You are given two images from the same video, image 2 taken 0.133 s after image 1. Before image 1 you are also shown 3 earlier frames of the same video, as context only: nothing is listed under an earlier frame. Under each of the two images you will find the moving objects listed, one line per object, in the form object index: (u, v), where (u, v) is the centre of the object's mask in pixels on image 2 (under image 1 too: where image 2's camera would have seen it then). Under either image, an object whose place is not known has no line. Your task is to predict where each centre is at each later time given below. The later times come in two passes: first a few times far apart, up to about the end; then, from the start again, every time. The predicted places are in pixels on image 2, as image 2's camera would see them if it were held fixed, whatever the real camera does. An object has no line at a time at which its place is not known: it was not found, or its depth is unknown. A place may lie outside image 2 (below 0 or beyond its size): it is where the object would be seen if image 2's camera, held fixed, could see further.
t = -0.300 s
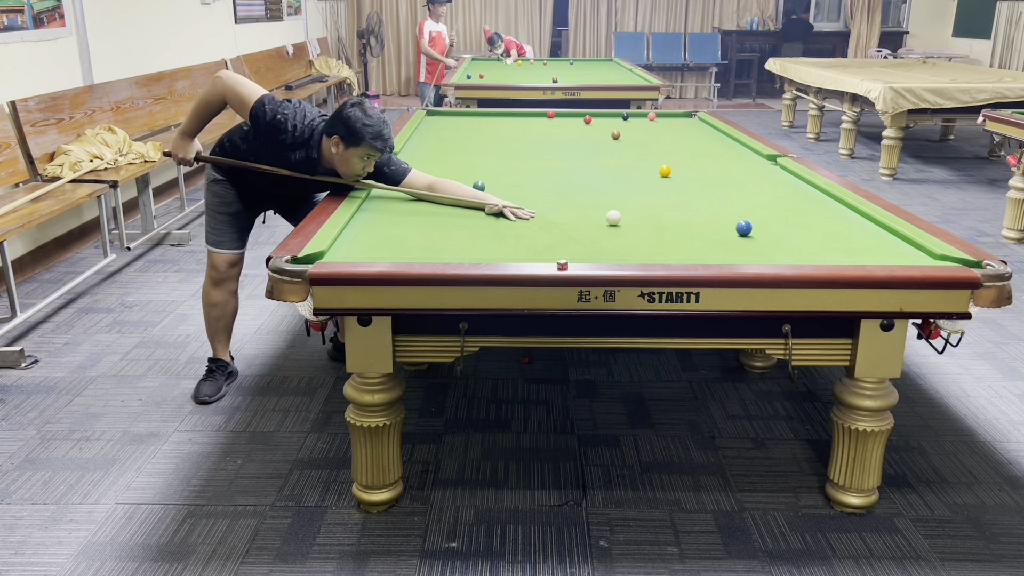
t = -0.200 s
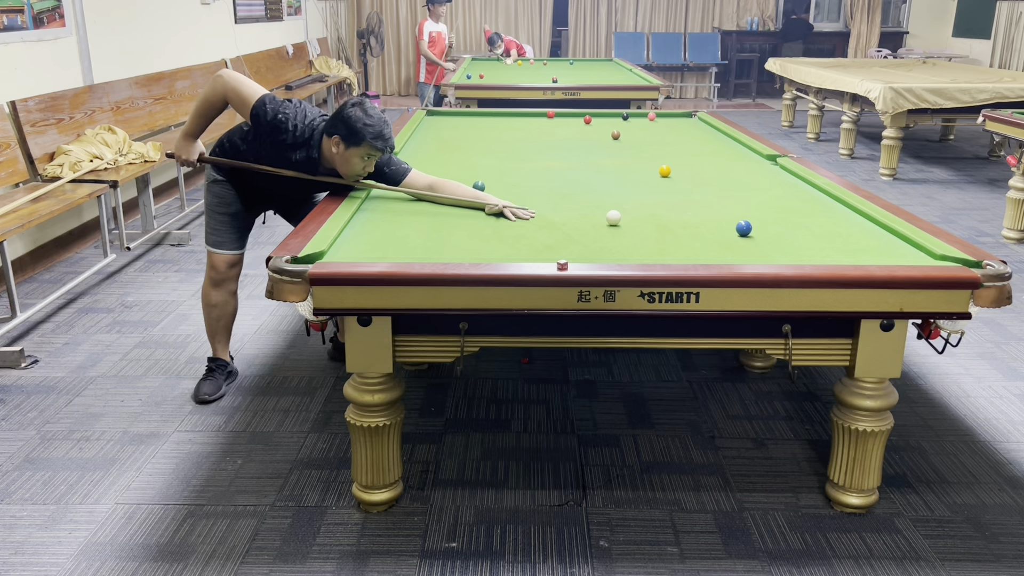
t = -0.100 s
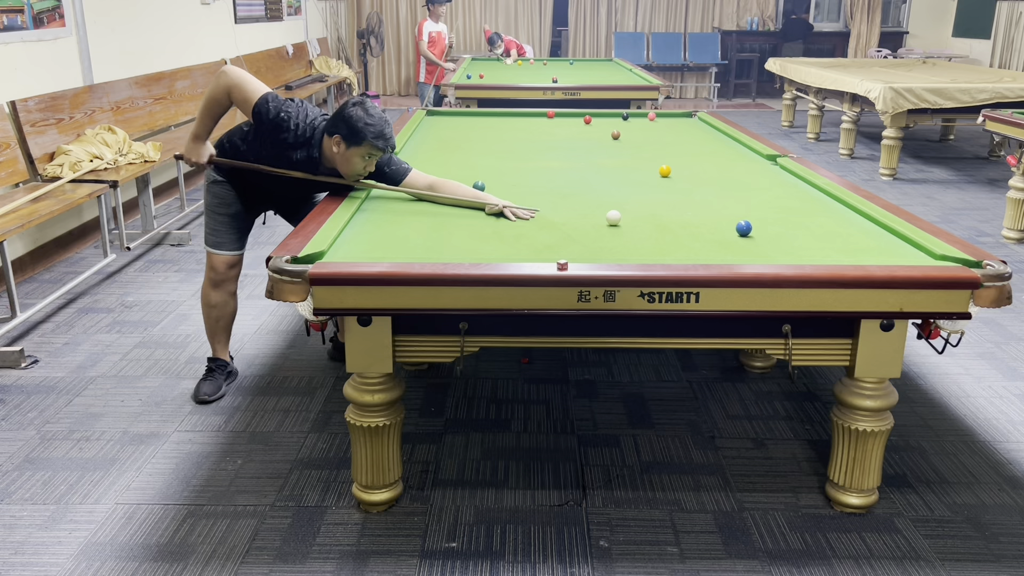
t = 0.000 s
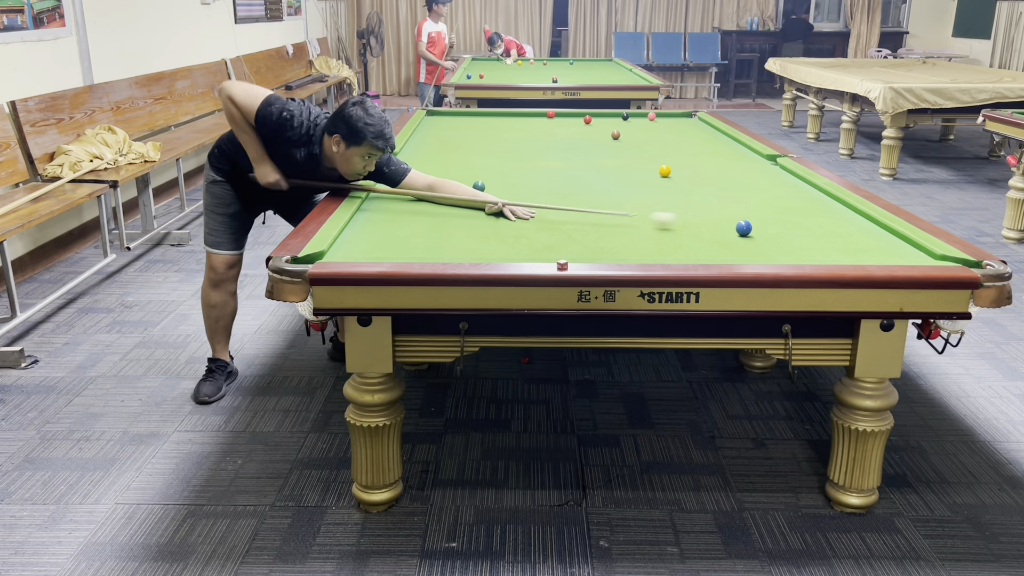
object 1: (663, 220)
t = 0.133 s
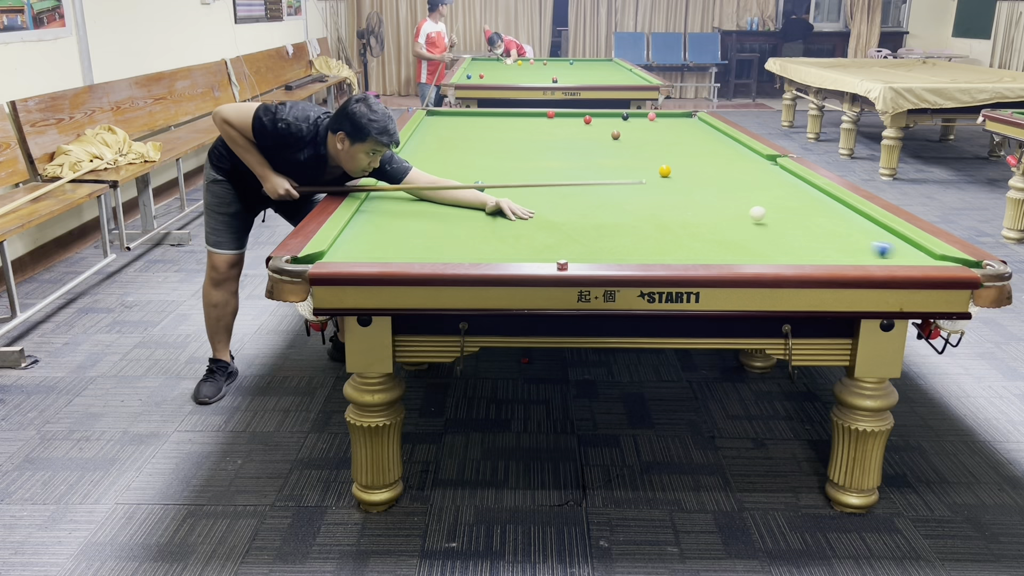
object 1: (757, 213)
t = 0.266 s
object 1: (799, 205)
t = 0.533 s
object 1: (768, 189)
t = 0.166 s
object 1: (767, 212)
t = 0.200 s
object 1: (778, 209)
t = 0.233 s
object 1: (788, 207)
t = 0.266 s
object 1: (799, 205)
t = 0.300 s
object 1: (810, 203)
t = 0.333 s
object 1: (821, 201)
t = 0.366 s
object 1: (833, 199)
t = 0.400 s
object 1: (823, 197)
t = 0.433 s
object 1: (808, 195)
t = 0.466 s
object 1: (793, 193)
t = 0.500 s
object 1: (780, 191)
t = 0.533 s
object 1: (768, 189)
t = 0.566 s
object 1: (757, 187)
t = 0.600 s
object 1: (745, 185)
